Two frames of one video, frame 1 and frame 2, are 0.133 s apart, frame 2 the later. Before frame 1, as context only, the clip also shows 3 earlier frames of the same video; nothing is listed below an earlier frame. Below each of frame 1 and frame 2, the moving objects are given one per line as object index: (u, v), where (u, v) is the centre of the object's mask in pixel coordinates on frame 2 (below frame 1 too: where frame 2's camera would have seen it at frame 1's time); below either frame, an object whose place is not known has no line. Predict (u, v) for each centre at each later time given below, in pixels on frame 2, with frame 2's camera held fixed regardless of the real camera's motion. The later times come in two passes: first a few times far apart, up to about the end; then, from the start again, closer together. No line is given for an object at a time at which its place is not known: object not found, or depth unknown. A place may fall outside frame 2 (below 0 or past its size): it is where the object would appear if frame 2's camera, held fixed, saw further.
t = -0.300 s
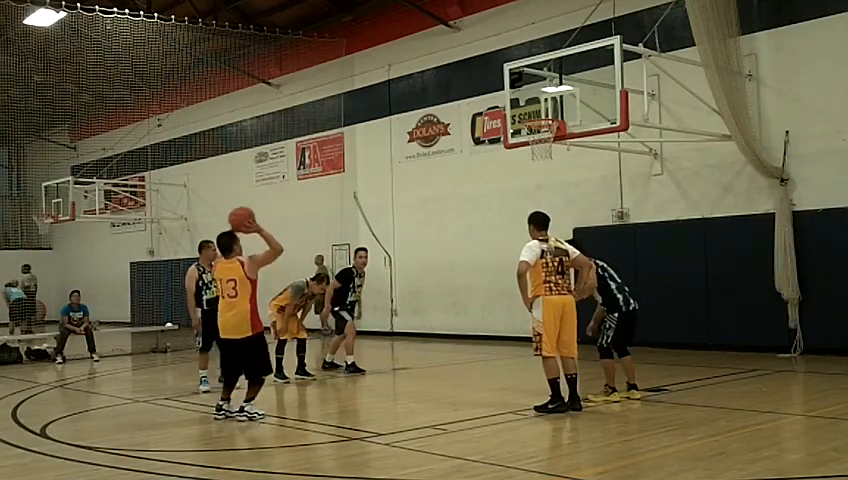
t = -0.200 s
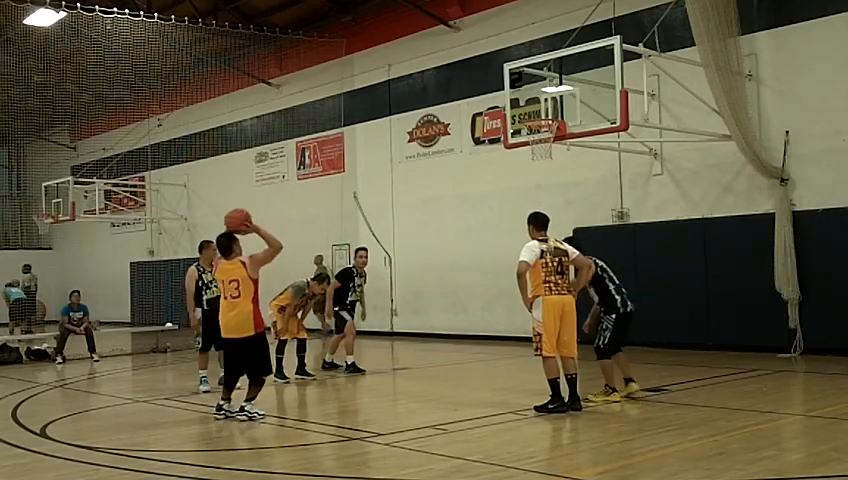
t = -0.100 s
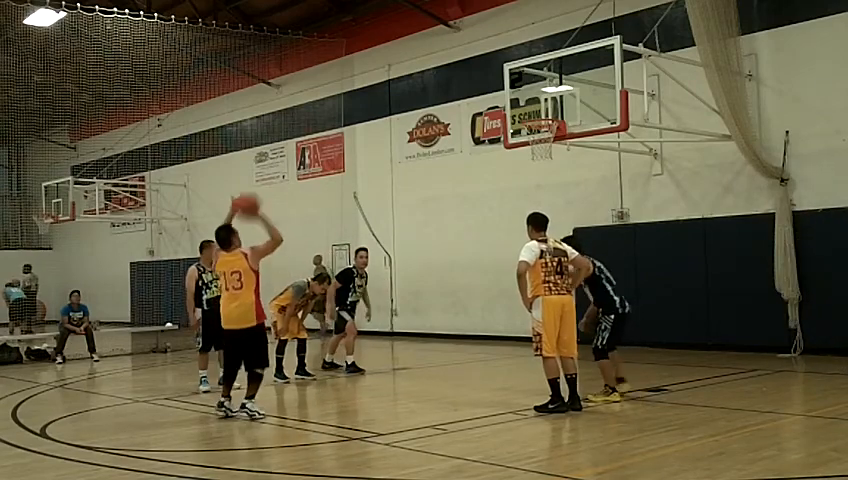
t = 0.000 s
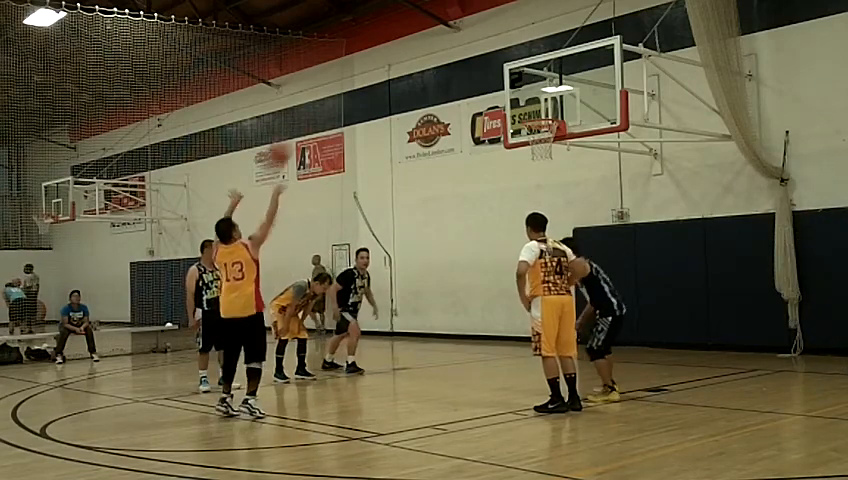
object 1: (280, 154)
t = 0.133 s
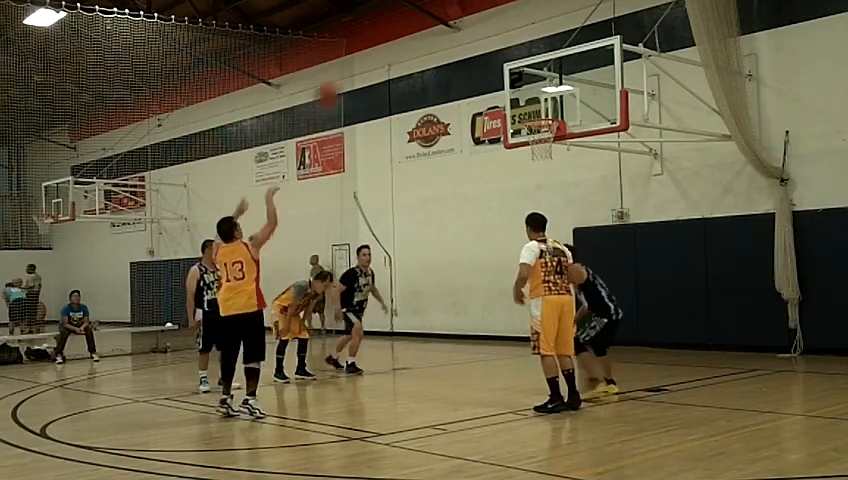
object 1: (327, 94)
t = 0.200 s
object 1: (350, 73)
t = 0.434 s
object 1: (424, 33)
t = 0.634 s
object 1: (481, 41)
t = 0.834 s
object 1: (533, 80)
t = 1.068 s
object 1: (551, 99)
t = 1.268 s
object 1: (536, 97)
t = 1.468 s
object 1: (521, 127)
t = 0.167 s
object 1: (339, 83)
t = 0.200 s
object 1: (350, 73)
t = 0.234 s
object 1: (362, 63)
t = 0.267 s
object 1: (372, 54)
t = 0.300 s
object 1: (383, 48)
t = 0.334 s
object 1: (394, 42)
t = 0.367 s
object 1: (405, 38)
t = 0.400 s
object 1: (414, 35)
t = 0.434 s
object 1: (424, 33)
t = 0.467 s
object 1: (434, 32)
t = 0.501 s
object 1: (444, 32)
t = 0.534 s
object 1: (454, 33)
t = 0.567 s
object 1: (464, 35)
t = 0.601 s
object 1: (472, 37)
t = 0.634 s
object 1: (481, 41)
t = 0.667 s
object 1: (490, 45)
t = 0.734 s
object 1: (507, 55)
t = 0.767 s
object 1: (516, 63)
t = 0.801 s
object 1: (525, 72)
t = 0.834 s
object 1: (533, 80)
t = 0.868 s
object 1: (540, 88)
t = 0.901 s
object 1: (550, 101)
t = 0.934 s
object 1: (557, 109)
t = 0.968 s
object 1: (558, 110)
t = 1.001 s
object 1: (556, 107)
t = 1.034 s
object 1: (553, 103)
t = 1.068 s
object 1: (551, 99)
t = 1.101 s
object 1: (547, 95)
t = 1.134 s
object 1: (545, 95)
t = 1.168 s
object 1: (543, 94)
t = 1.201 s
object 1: (540, 95)
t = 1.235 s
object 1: (538, 95)
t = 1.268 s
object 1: (536, 97)
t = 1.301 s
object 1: (535, 99)
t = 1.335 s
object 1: (532, 103)
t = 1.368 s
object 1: (529, 107)
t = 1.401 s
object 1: (528, 114)
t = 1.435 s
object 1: (523, 121)
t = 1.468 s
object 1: (521, 127)
